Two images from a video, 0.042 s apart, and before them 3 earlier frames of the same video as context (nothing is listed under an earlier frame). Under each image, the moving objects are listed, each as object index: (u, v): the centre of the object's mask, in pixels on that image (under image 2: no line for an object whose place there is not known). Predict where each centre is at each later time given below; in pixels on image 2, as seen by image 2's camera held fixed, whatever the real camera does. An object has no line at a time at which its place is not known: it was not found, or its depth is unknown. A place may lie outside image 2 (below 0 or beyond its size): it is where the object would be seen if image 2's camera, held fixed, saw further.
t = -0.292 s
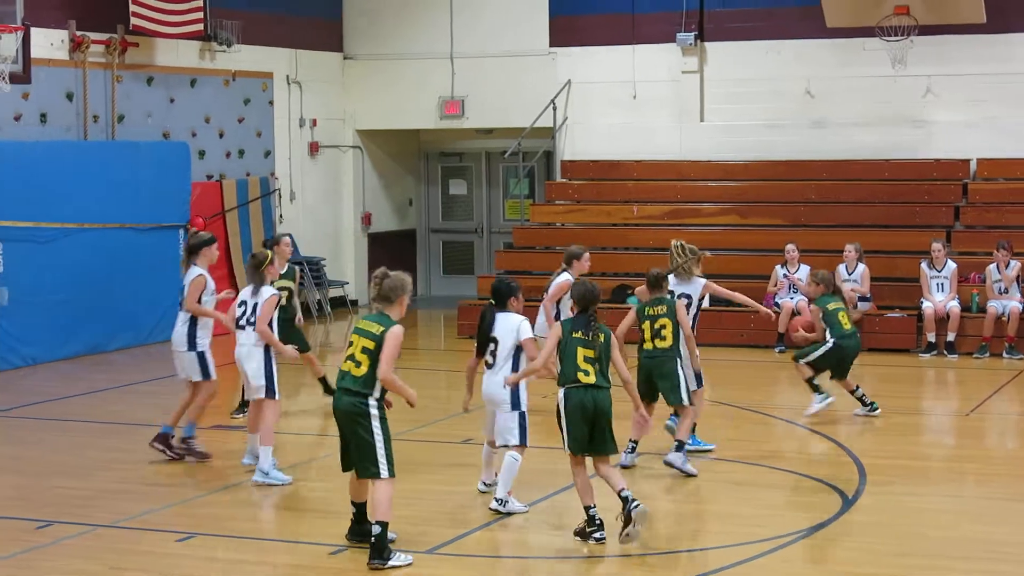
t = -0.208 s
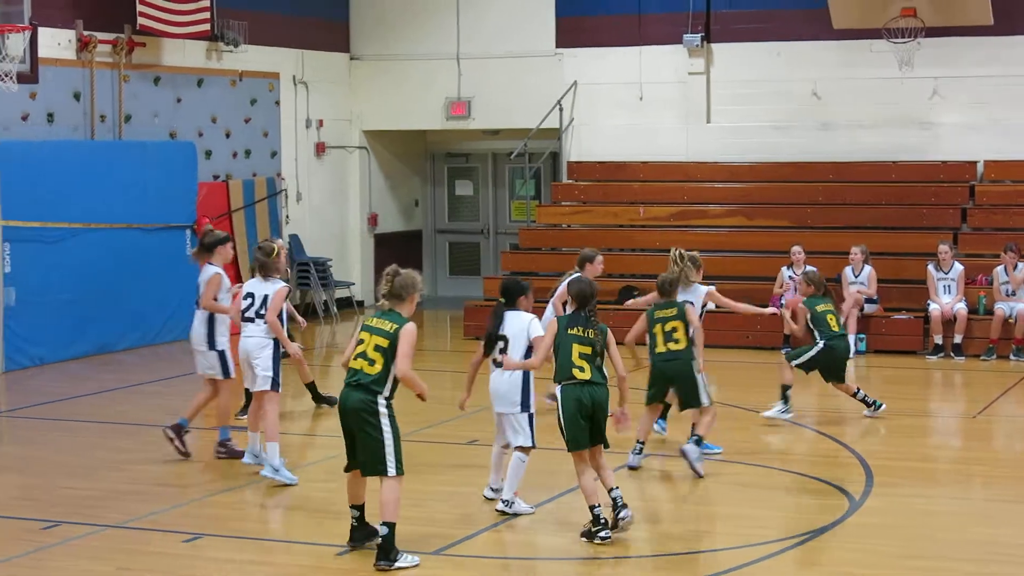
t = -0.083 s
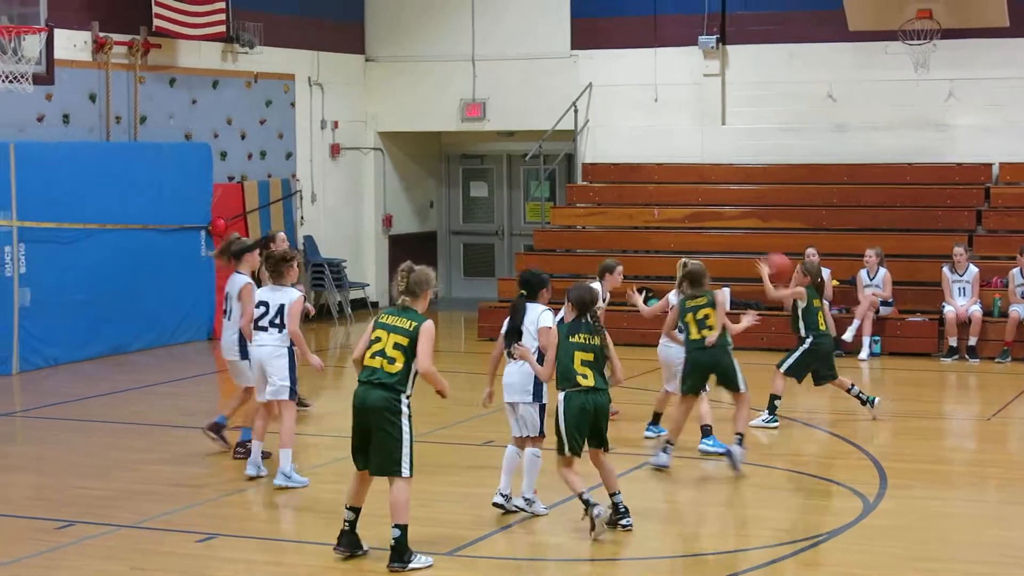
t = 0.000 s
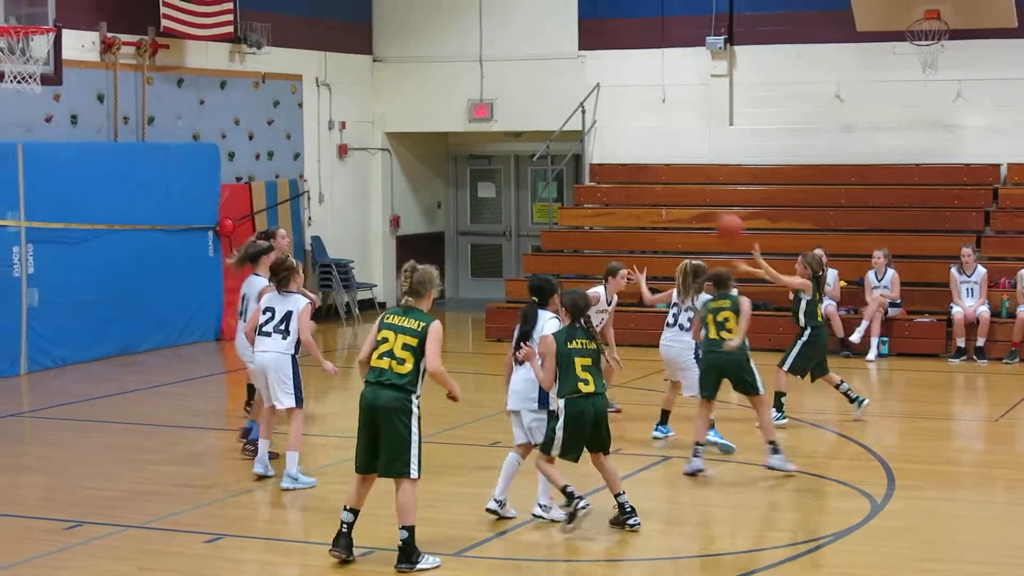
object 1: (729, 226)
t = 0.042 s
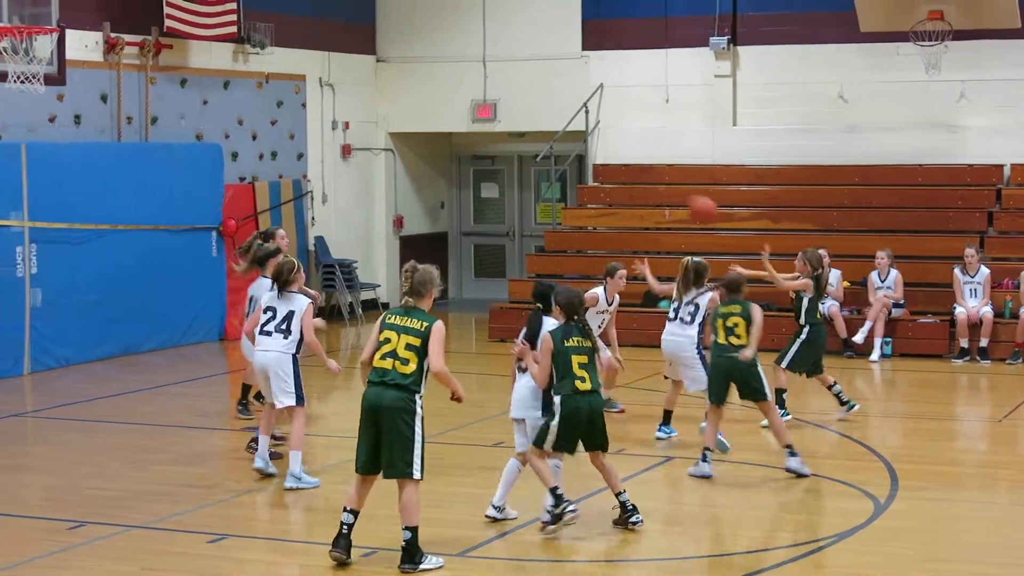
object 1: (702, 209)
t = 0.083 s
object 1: (674, 193)
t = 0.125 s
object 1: (642, 178)
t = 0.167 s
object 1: (614, 165)
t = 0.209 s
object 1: (583, 158)
